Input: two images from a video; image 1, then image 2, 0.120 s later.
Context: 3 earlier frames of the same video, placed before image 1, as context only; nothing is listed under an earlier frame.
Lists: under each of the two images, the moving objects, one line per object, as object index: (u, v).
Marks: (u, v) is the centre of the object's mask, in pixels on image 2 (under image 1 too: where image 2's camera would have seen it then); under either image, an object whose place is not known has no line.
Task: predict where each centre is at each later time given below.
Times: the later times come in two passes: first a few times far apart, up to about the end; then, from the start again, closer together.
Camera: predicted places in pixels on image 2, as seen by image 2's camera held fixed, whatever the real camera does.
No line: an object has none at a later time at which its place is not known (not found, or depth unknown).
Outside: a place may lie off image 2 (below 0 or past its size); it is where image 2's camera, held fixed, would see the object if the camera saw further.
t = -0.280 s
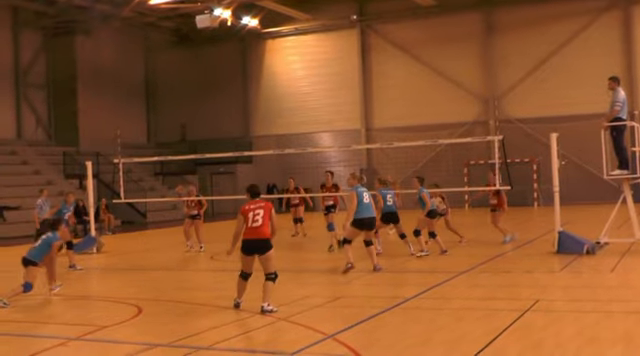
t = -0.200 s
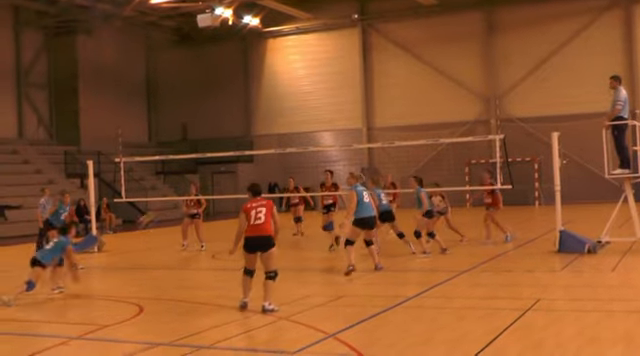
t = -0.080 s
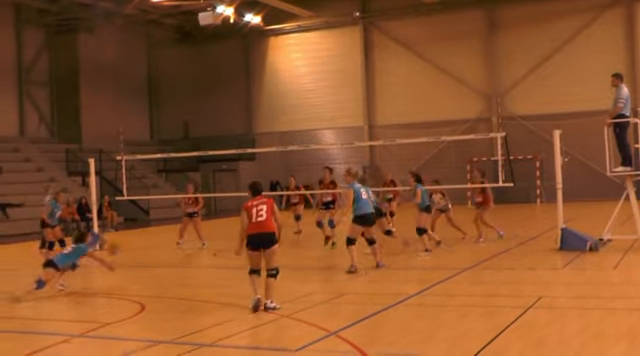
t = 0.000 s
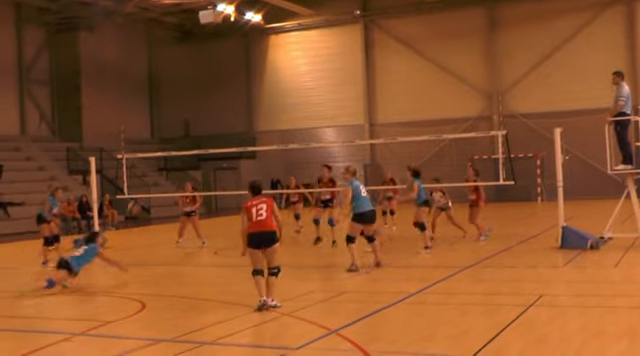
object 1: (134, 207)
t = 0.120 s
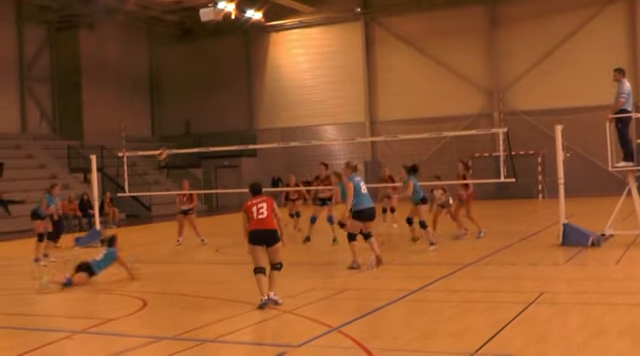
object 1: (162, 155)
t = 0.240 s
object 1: (189, 115)
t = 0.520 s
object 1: (246, 61)
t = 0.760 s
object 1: (292, 48)
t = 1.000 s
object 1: (335, 65)
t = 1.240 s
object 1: (376, 107)
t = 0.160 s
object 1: (172, 141)
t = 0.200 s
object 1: (181, 128)
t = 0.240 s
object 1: (189, 115)
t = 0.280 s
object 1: (199, 105)
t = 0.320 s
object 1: (207, 95)
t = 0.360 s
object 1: (215, 86)
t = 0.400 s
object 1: (222, 78)
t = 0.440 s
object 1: (230, 71)
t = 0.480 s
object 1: (240, 66)
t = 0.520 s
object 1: (246, 61)
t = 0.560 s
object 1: (253, 55)
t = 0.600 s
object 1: (260, 51)
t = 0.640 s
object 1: (270, 51)
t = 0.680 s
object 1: (277, 49)
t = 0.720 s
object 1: (285, 48)
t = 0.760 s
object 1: (292, 48)
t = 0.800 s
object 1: (299, 49)
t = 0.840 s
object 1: (307, 51)
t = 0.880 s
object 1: (313, 53)
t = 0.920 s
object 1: (321, 57)
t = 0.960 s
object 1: (328, 61)
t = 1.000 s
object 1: (335, 65)
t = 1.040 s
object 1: (342, 70)
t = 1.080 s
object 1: (348, 77)
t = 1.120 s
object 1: (355, 83)
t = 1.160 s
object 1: (362, 92)
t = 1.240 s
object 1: (376, 107)
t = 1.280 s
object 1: (384, 117)
